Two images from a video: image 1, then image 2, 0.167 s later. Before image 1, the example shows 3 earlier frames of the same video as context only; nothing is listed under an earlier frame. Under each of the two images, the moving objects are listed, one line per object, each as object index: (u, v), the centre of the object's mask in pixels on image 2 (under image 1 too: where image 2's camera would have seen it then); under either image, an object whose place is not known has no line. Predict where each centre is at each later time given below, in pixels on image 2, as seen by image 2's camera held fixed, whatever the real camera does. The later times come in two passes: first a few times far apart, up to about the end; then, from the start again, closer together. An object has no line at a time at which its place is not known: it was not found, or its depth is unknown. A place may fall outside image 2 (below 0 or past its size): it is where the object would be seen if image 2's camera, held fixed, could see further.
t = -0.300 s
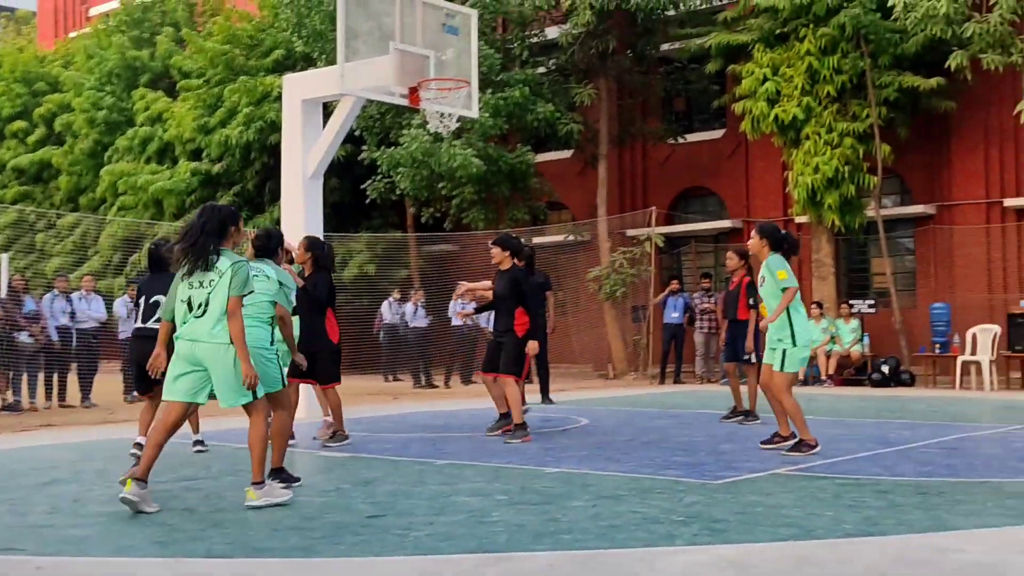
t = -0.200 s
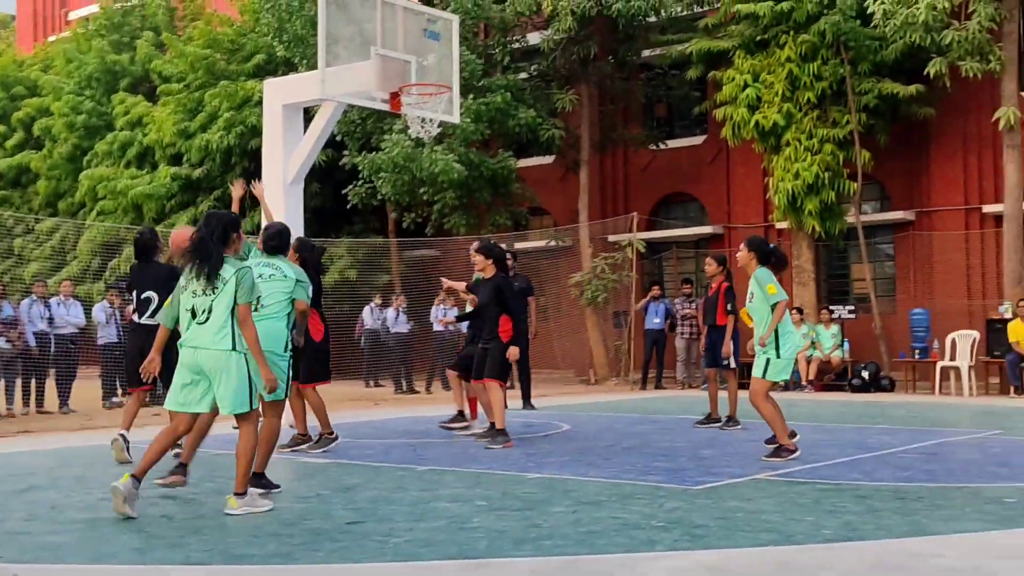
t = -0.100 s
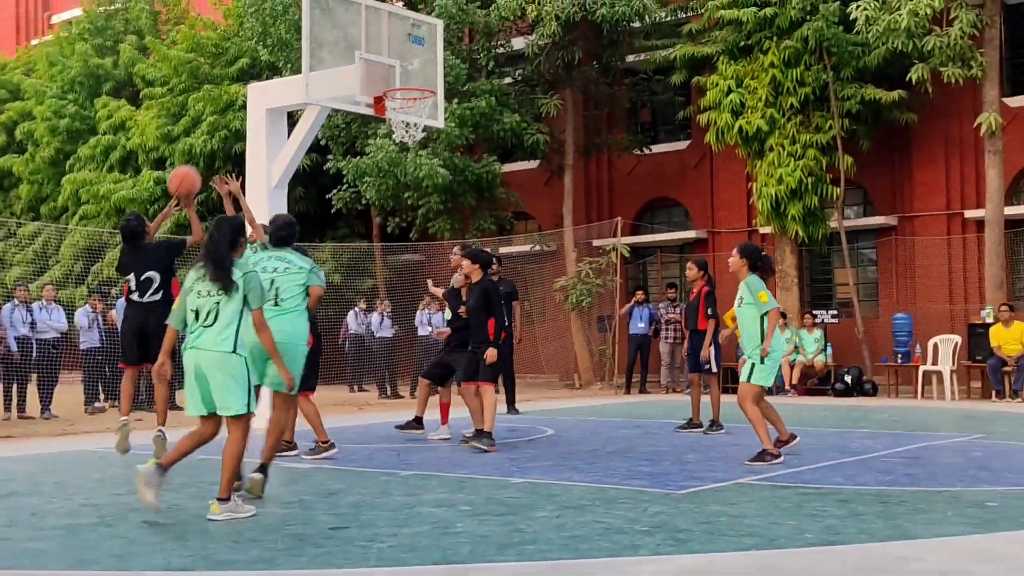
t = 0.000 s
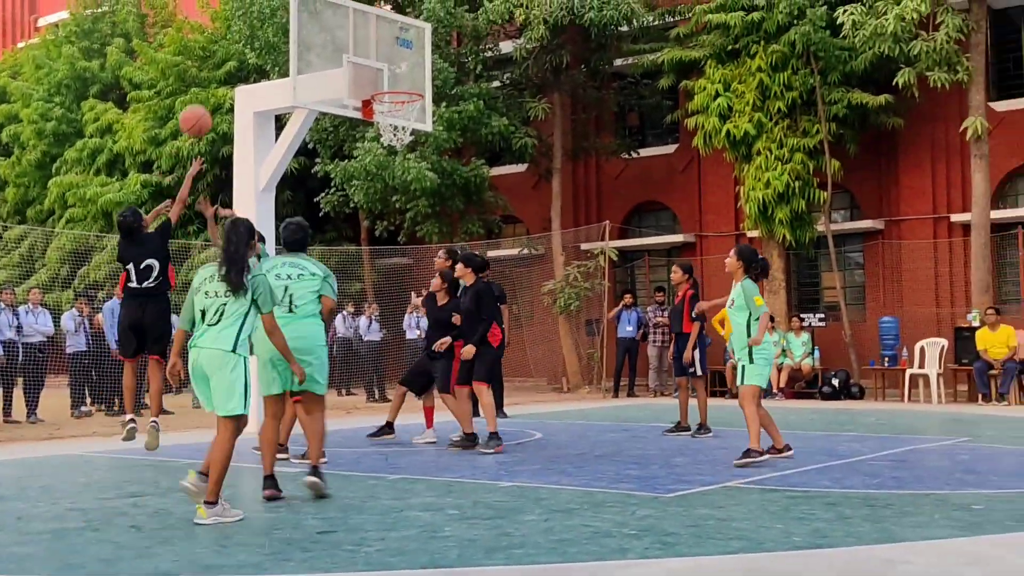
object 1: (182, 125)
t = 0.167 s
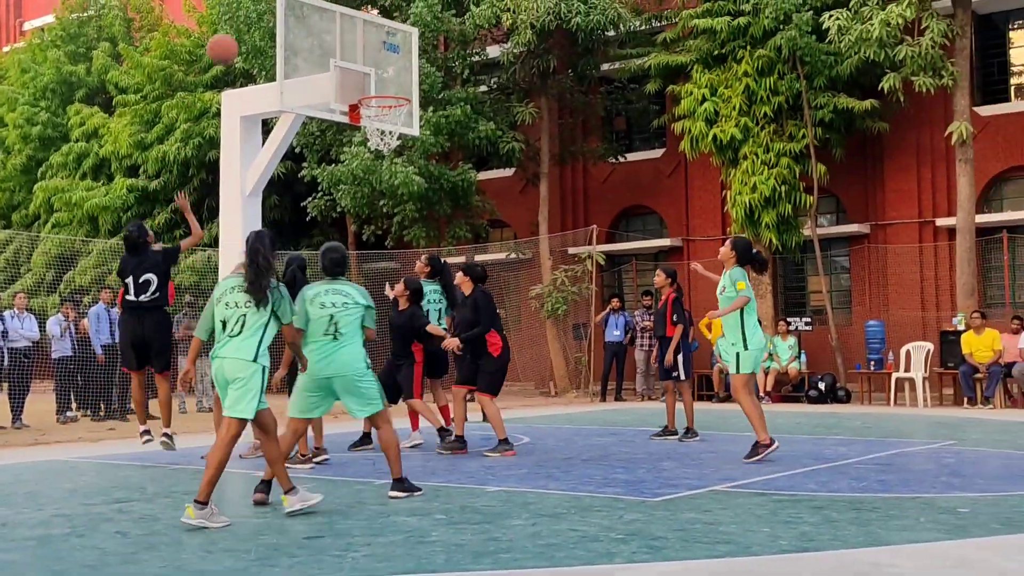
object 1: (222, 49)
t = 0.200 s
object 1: (230, 39)
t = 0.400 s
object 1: (274, 7)
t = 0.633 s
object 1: (321, 29)
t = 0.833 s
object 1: (354, 89)
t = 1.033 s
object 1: (312, 86)
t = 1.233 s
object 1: (267, 130)
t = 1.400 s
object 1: (228, 204)
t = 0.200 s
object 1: (230, 39)
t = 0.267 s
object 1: (245, 22)
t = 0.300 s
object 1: (253, 16)
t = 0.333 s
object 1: (260, 12)
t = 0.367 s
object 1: (267, 9)
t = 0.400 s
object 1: (274, 7)
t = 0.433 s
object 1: (281, 7)
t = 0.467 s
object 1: (288, 7)
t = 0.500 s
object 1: (295, 9)
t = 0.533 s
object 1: (301, 13)
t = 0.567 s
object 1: (308, 17)
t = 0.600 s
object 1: (314, 22)
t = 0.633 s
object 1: (321, 29)
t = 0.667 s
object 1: (327, 37)
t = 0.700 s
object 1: (333, 46)
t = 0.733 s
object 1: (339, 57)
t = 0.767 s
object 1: (346, 68)
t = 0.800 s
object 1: (352, 81)
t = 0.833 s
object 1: (354, 89)
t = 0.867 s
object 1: (348, 85)
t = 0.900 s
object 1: (341, 83)
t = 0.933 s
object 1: (333, 82)
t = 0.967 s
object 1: (327, 82)
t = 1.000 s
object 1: (319, 83)
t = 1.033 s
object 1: (312, 86)
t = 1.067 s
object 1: (304, 90)
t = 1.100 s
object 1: (297, 95)
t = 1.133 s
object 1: (289, 102)
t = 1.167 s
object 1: (282, 109)
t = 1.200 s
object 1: (274, 119)
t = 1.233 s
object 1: (267, 130)
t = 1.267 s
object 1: (259, 141)
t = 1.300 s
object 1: (251, 155)
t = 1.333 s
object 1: (244, 170)
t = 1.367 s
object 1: (236, 186)
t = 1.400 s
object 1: (228, 204)
